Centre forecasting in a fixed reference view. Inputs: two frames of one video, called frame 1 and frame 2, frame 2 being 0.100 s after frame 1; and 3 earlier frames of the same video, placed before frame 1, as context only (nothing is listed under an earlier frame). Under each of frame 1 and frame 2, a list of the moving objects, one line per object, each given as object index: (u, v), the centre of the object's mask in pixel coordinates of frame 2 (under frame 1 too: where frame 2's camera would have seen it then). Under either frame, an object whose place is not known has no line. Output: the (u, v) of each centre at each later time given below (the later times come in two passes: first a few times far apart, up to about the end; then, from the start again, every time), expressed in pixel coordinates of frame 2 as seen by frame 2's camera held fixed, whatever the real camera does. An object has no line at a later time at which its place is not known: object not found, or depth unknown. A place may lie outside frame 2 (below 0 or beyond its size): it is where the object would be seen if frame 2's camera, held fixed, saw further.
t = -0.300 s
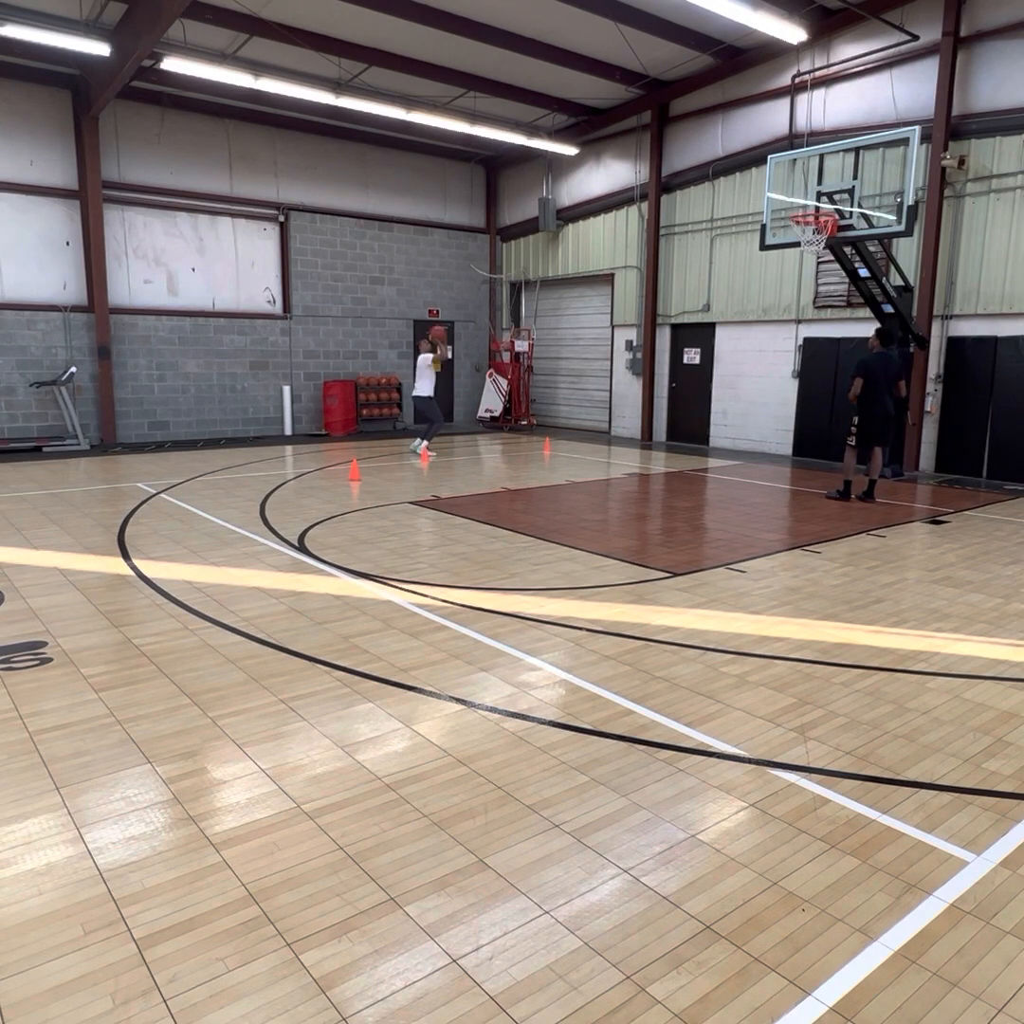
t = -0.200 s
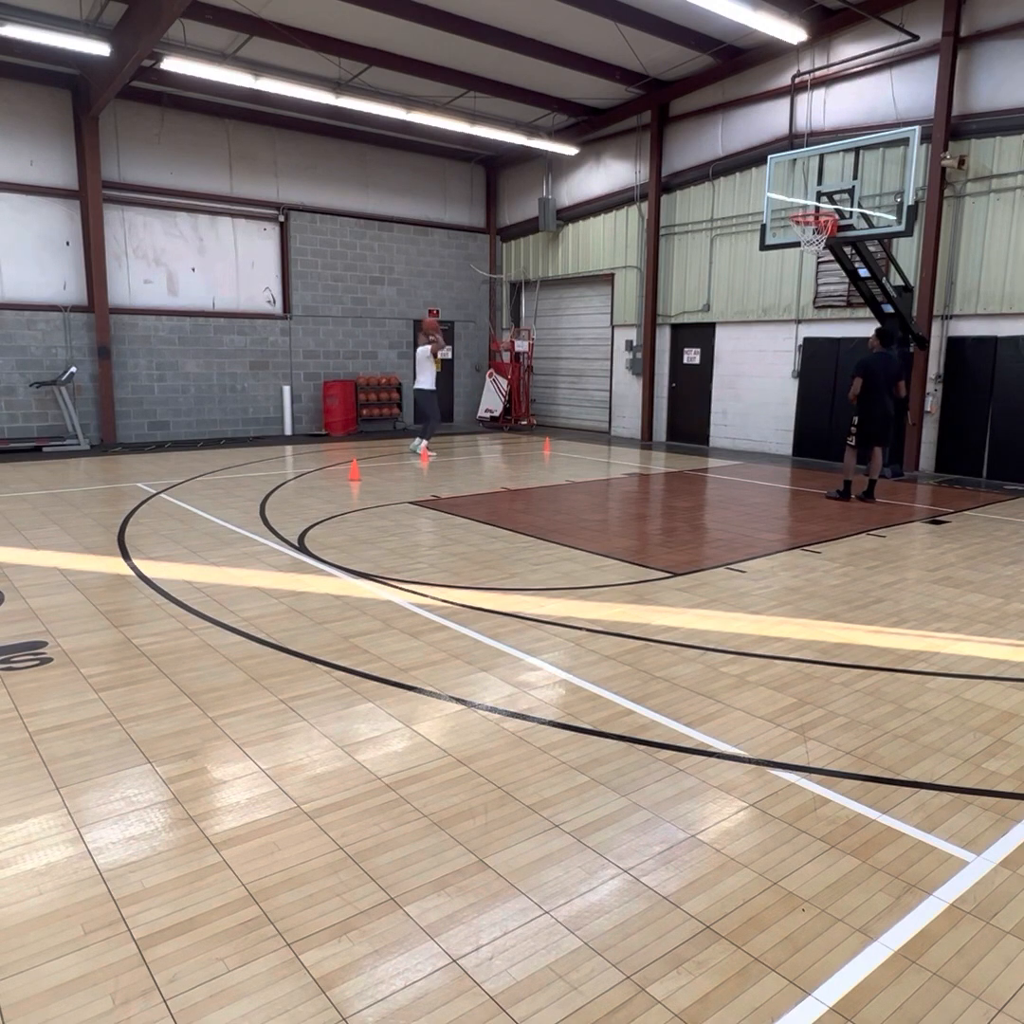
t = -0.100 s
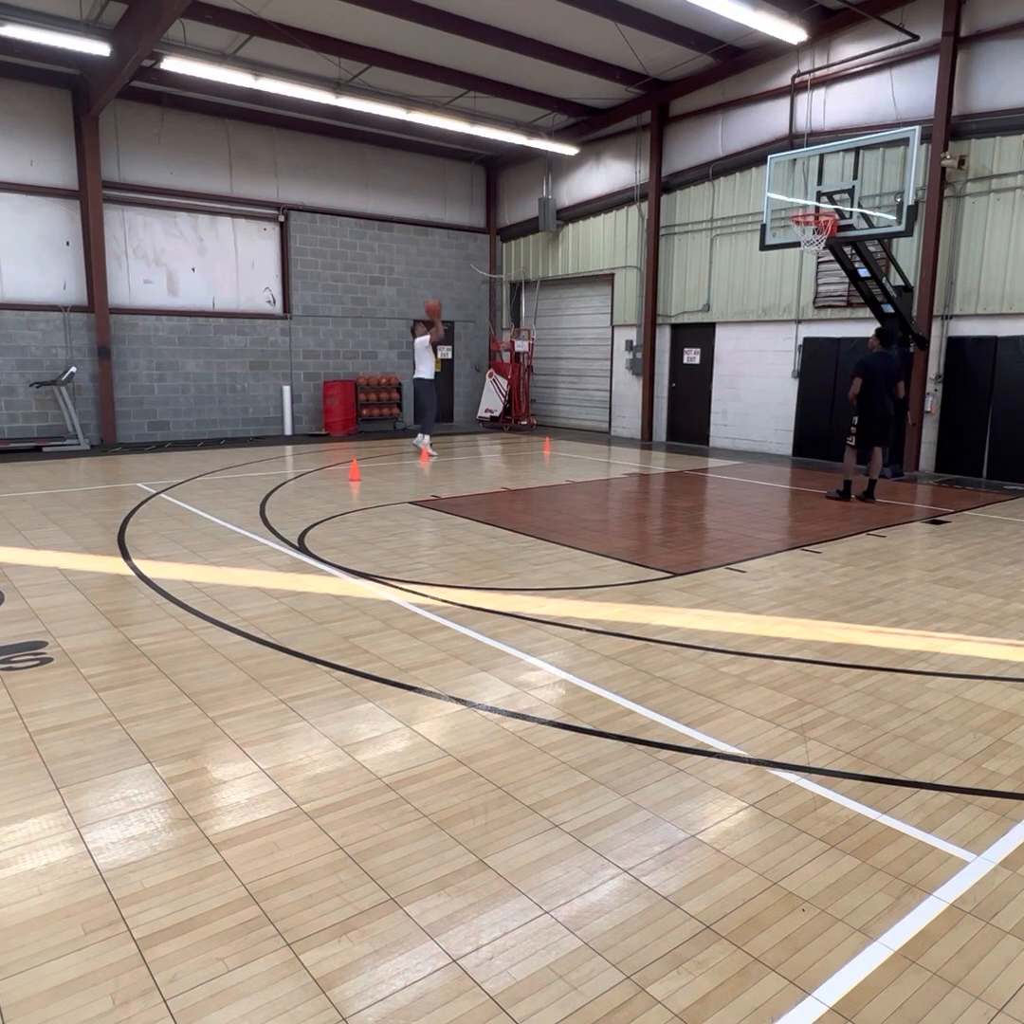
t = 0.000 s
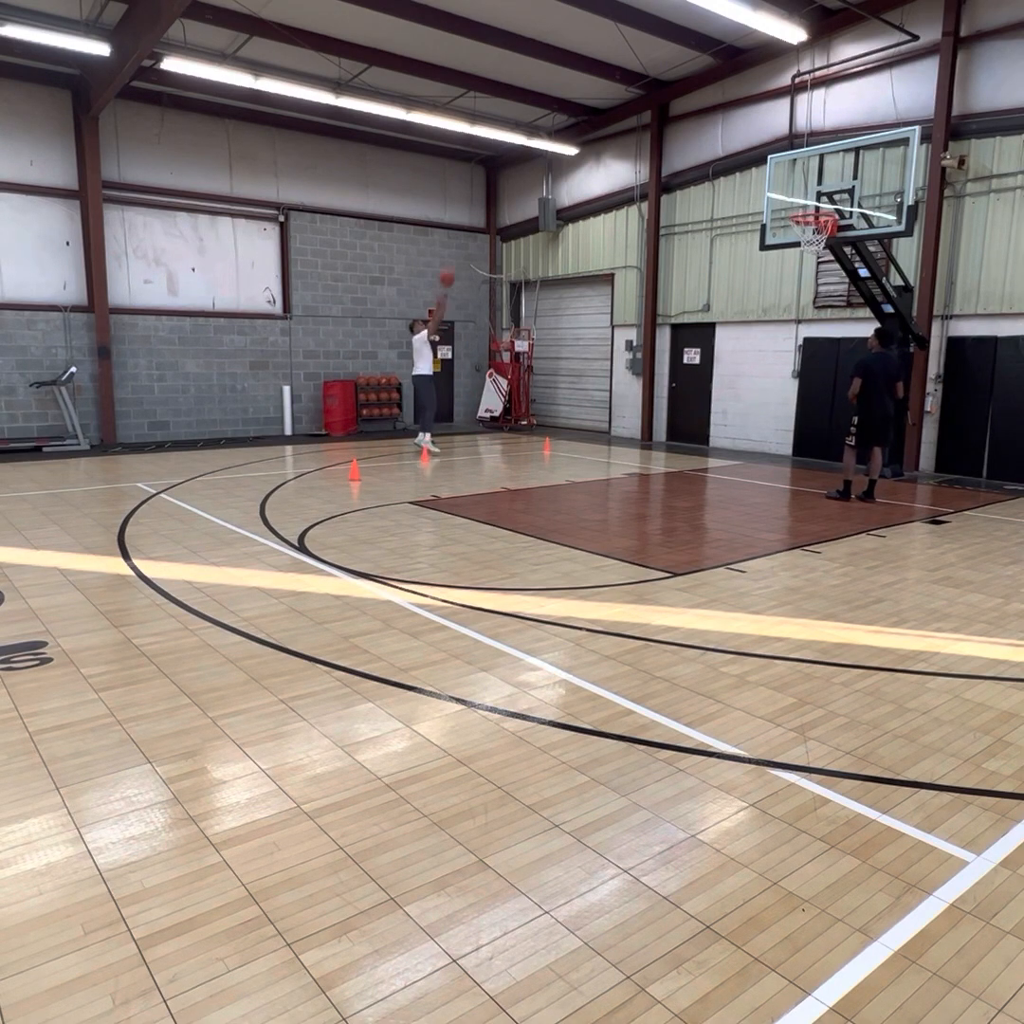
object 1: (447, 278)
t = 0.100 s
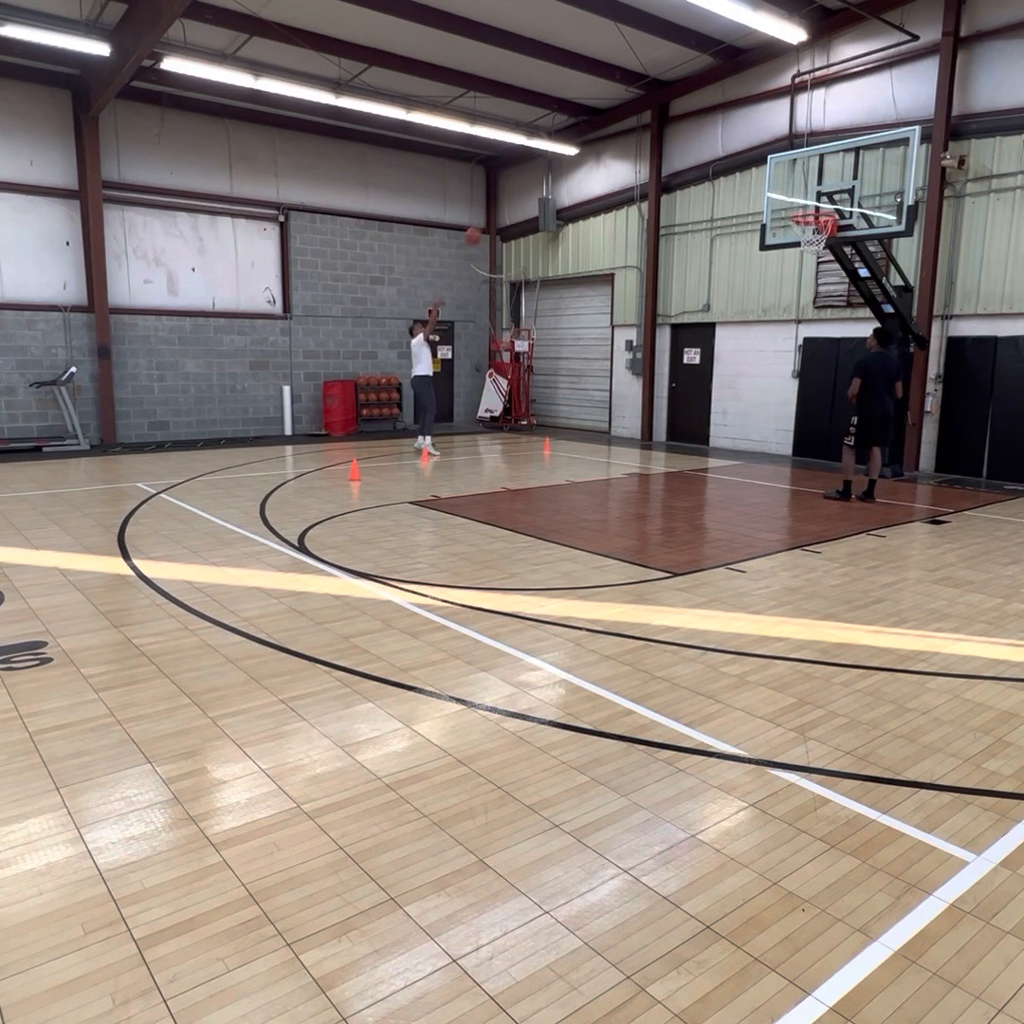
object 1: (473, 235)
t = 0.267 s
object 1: (519, 179)
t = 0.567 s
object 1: (611, 123)
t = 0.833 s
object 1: (701, 129)
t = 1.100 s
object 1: (796, 201)
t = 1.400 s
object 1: (824, 246)
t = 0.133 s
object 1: (482, 223)
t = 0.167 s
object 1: (491, 211)
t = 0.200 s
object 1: (499, 201)
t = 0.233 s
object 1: (509, 190)
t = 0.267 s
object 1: (519, 179)
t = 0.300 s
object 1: (529, 171)
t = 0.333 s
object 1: (539, 161)
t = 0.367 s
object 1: (547, 155)
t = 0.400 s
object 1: (560, 146)
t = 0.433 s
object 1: (570, 138)
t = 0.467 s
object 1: (580, 134)
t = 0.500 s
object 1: (590, 129)
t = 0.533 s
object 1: (601, 126)
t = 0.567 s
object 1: (611, 123)
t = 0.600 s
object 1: (622, 121)
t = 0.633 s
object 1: (633, 119)
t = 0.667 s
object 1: (645, 118)
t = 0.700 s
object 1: (656, 119)
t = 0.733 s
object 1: (667, 120)
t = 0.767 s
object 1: (678, 122)
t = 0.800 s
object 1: (689, 125)
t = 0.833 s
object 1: (701, 129)
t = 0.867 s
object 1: (713, 135)
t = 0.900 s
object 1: (724, 141)
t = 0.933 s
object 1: (737, 148)
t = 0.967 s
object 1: (748, 157)
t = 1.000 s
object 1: (759, 166)
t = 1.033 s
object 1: (772, 177)
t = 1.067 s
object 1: (785, 188)
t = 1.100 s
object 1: (796, 201)
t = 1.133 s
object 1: (810, 214)
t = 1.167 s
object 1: (824, 226)
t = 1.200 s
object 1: (828, 232)
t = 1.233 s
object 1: (828, 236)
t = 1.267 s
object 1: (828, 236)
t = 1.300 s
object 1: (827, 238)
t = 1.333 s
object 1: (826, 239)
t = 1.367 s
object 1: (825, 242)
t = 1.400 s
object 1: (824, 246)
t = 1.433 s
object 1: (823, 251)
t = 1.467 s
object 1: (821, 258)
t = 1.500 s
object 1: (820, 265)
